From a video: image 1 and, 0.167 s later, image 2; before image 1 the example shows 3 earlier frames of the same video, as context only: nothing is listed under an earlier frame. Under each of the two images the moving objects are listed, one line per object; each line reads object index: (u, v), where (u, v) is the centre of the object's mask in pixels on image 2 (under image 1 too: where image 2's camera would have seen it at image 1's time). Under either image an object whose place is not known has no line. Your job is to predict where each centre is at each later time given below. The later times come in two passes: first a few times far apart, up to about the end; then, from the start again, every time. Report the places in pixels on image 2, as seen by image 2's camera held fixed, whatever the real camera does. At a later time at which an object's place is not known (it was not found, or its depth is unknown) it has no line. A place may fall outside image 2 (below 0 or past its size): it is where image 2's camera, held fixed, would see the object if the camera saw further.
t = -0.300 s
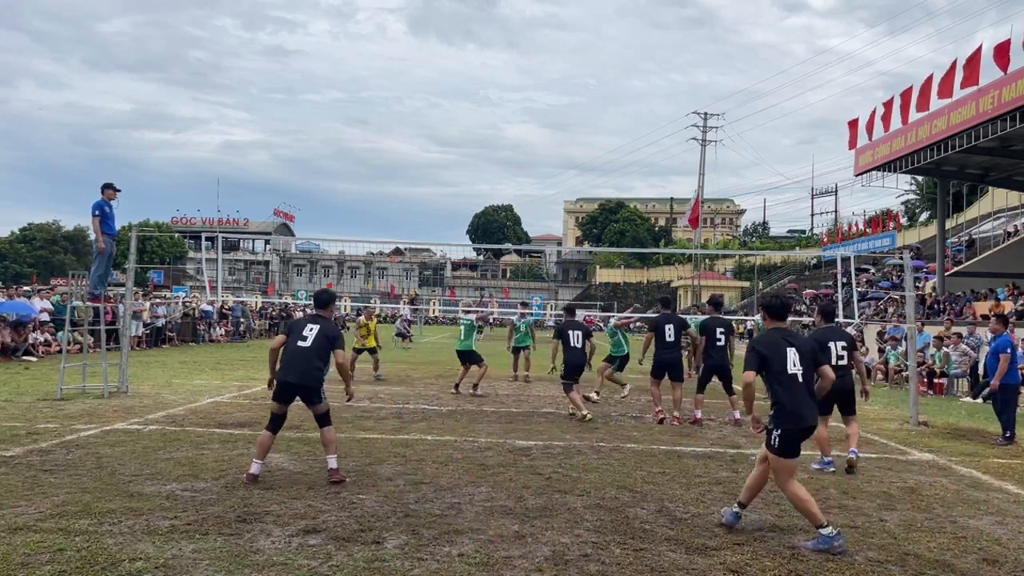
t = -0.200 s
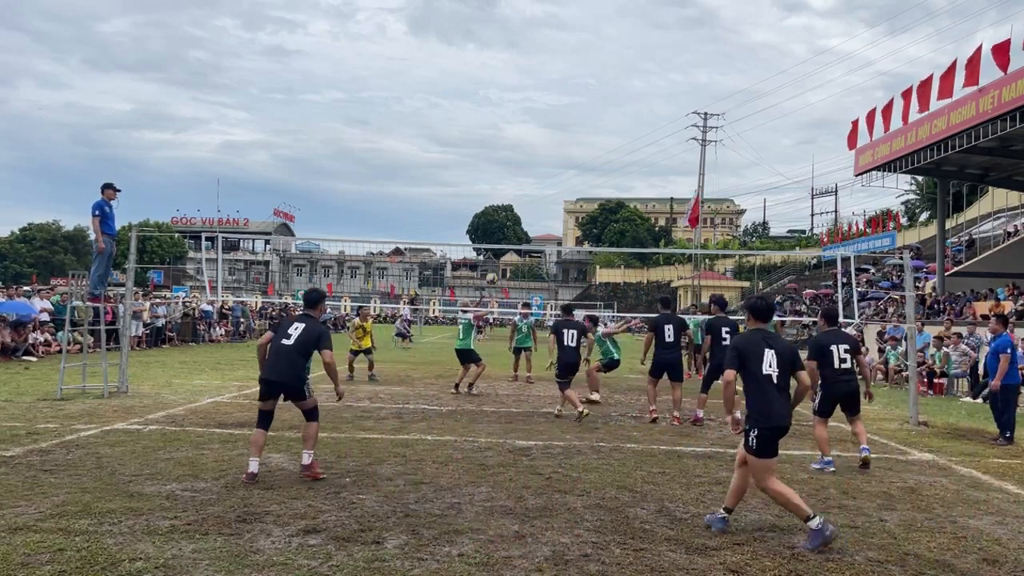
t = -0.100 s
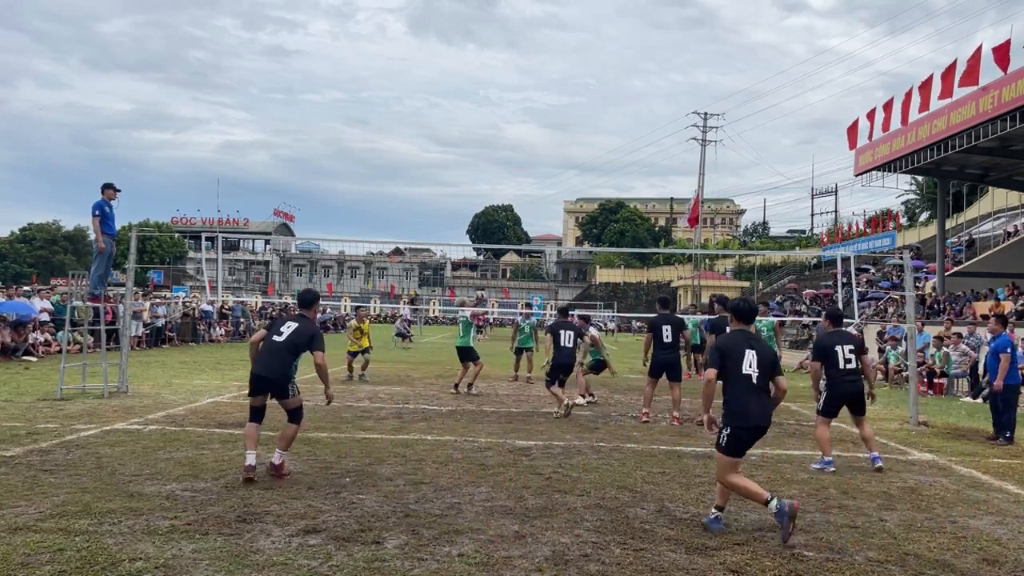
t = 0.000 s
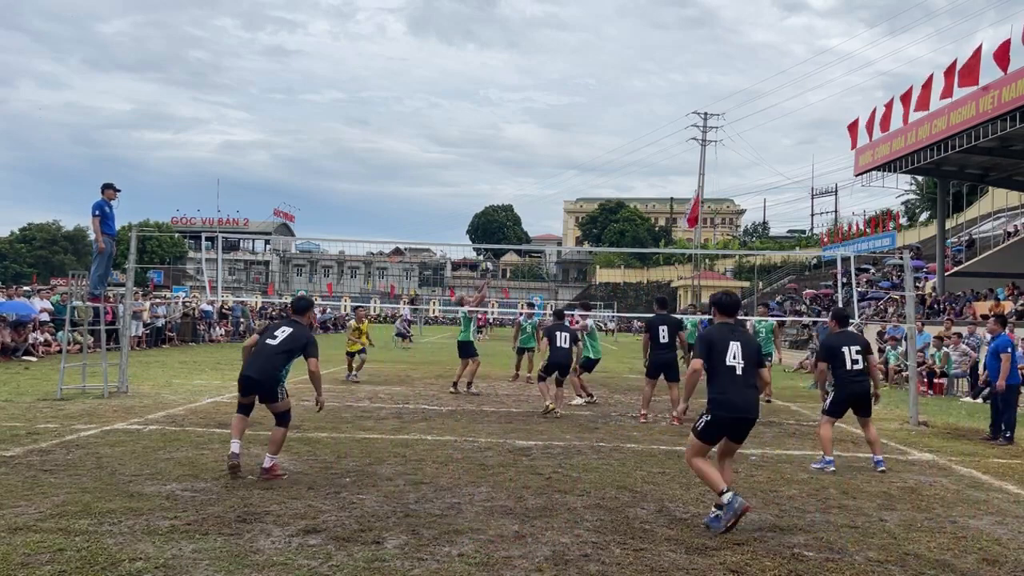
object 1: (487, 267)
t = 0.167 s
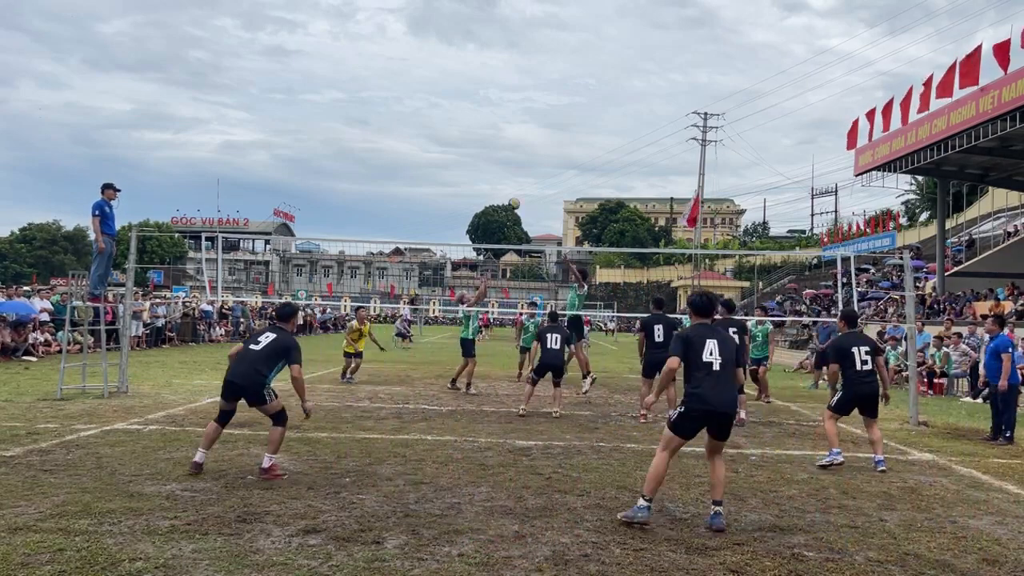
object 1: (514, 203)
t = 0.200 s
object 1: (519, 192)
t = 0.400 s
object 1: (551, 138)
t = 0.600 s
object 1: (583, 106)
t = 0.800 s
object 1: (615, 97)
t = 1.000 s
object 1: (647, 113)
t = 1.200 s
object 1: (680, 155)
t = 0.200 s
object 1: (519, 192)
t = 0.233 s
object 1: (524, 182)
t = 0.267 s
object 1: (530, 172)
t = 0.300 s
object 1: (535, 163)
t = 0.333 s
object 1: (540, 154)
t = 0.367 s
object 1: (545, 146)
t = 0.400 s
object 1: (551, 138)
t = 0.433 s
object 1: (556, 131)
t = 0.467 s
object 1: (562, 125)
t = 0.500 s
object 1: (567, 119)
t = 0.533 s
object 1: (572, 114)
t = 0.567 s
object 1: (577, 110)
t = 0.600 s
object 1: (583, 106)
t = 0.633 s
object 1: (588, 103)
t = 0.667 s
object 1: (593, 101)
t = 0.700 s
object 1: (599, 99)
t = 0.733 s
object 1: (604, 98)
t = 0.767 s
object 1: (609, 97)
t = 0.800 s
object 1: (615, 97)
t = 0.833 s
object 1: (620, 98)
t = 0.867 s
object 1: (626, 99)
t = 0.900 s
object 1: (631, 102)
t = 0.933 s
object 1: (637, 104)
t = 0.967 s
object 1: (642, 108)
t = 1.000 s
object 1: (647, 113)
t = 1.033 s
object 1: (653, 118)
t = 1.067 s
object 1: (658, 124)
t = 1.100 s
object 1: (664, 130)
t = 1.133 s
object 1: (670, 138)
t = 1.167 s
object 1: (675, 146)
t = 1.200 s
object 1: (680, 155)
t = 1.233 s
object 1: (686, 164)
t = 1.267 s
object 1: (691, 175)
